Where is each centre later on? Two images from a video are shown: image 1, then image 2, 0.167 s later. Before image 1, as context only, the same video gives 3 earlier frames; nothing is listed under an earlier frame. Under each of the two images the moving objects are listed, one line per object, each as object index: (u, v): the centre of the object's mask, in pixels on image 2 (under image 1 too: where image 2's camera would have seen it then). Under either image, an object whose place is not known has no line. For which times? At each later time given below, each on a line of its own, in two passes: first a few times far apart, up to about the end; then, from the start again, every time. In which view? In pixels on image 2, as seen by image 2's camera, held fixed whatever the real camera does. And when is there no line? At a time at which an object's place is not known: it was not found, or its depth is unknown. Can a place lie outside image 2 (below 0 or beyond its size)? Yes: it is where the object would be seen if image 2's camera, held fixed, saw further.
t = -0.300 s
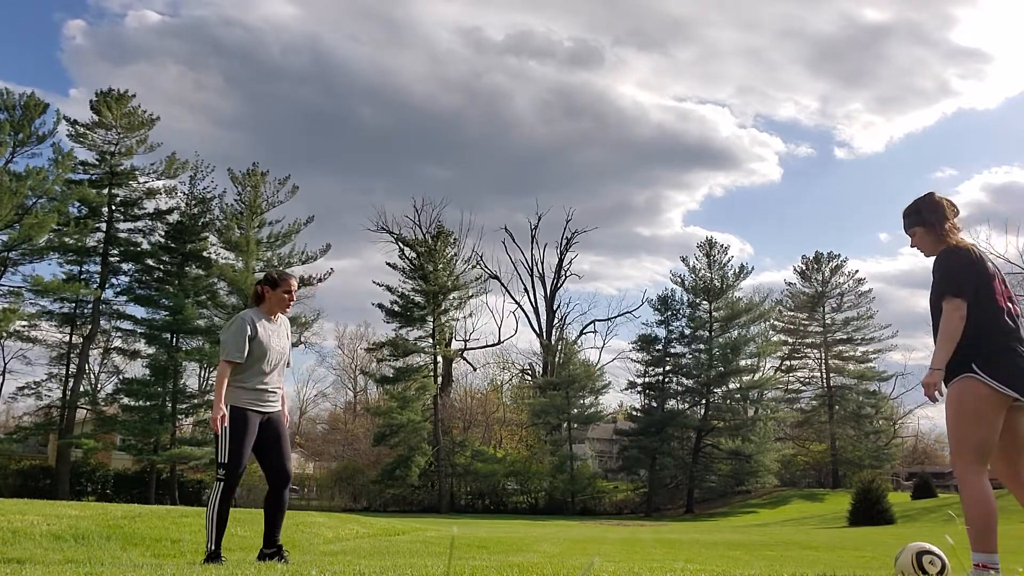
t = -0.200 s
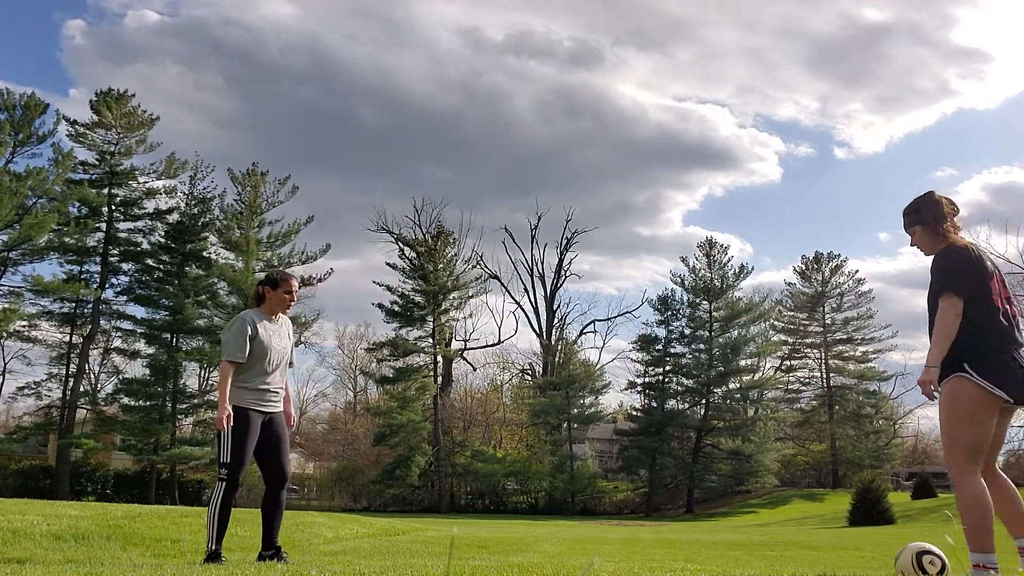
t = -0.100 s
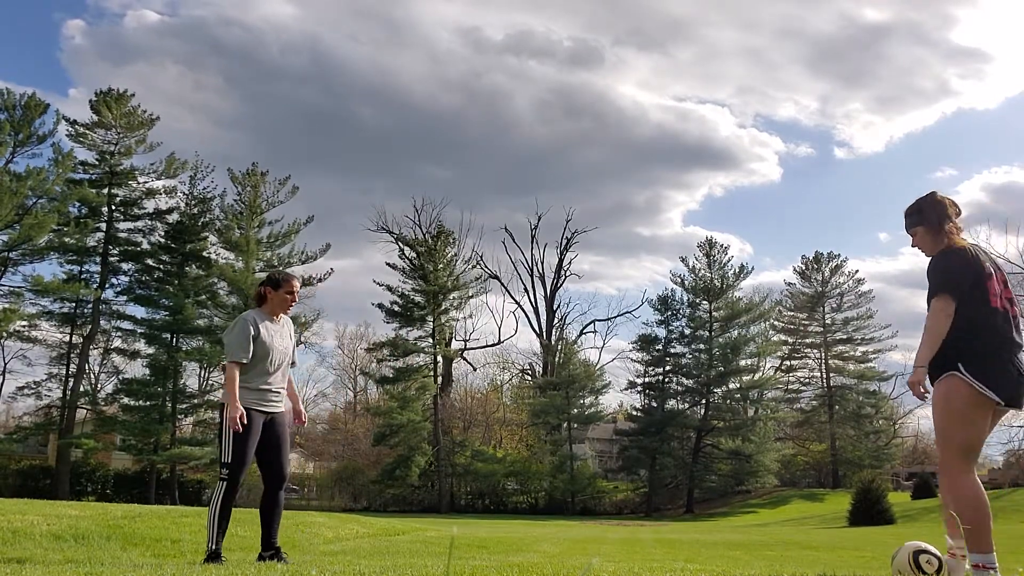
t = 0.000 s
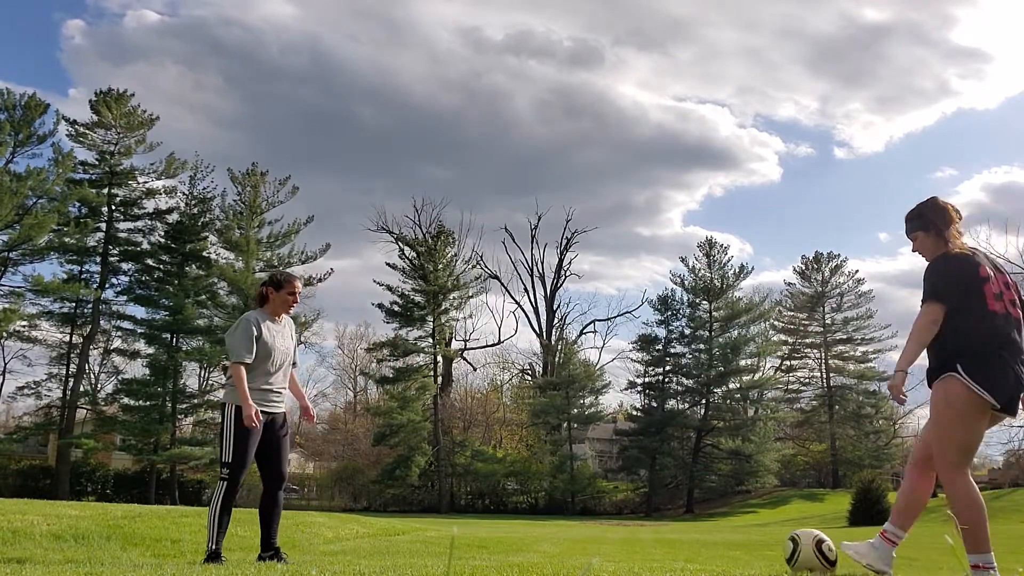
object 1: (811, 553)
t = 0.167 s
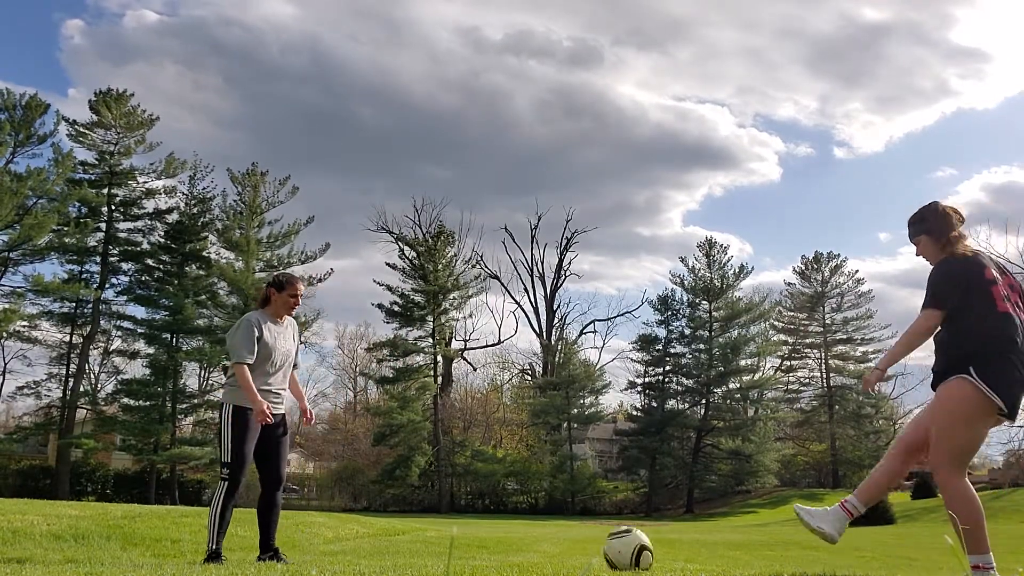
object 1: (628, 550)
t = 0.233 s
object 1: (580, 550)
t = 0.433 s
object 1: (463, 550)
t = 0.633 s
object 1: (363, 548)
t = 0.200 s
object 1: (604, 549)
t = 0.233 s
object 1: (580, 550)
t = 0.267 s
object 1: (557, 551)
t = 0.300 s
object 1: (536, 551)
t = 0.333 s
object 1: (518, 550)
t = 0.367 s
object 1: (499, 549)
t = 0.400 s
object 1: (481, 550)
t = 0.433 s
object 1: (463, 550)
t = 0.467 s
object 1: (444, 551)
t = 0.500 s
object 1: (426, 552)
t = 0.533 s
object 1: (411, 552)
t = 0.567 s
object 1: (395, 550)
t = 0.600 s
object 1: (379, 549)
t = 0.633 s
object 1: (363, 548)
